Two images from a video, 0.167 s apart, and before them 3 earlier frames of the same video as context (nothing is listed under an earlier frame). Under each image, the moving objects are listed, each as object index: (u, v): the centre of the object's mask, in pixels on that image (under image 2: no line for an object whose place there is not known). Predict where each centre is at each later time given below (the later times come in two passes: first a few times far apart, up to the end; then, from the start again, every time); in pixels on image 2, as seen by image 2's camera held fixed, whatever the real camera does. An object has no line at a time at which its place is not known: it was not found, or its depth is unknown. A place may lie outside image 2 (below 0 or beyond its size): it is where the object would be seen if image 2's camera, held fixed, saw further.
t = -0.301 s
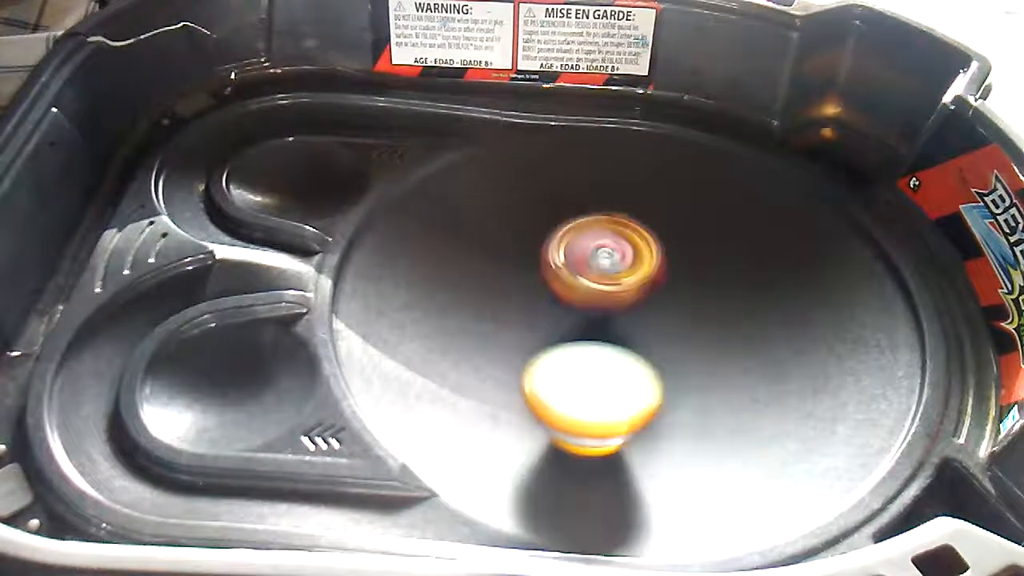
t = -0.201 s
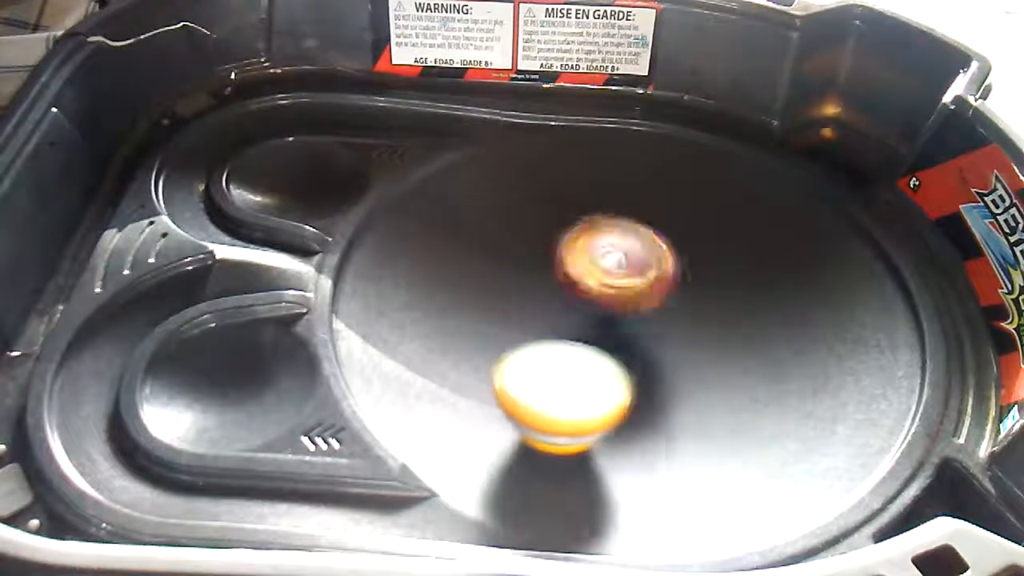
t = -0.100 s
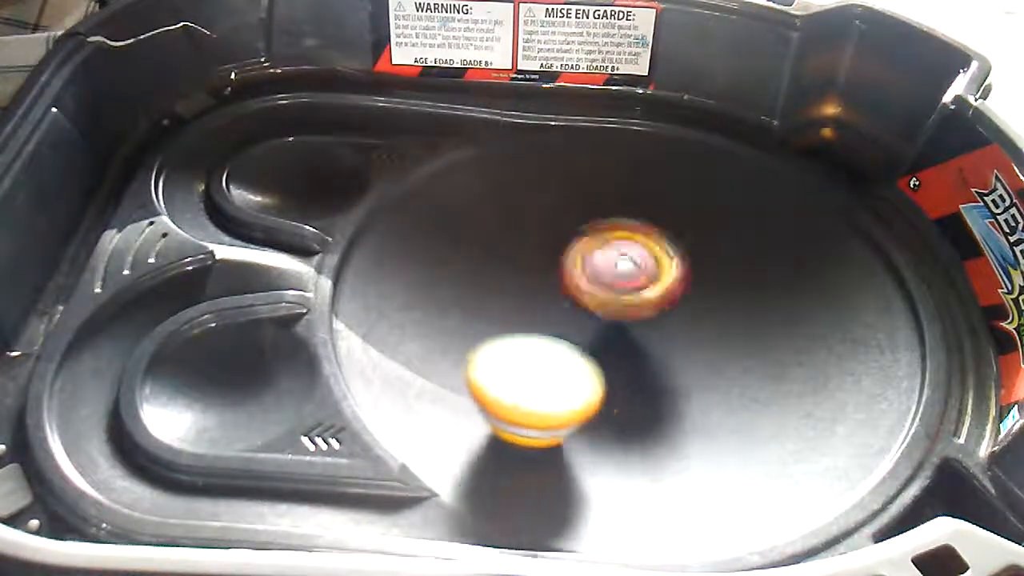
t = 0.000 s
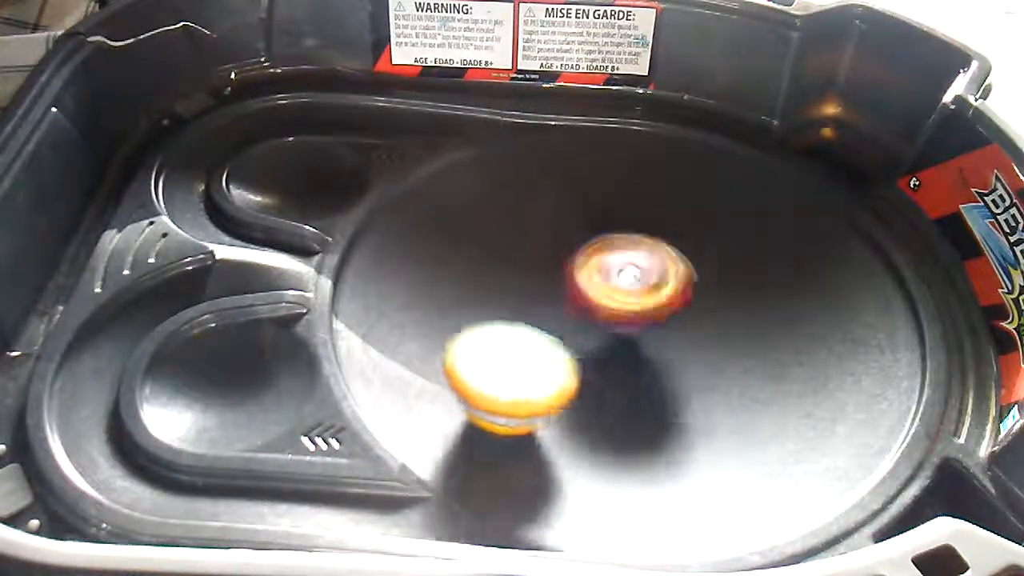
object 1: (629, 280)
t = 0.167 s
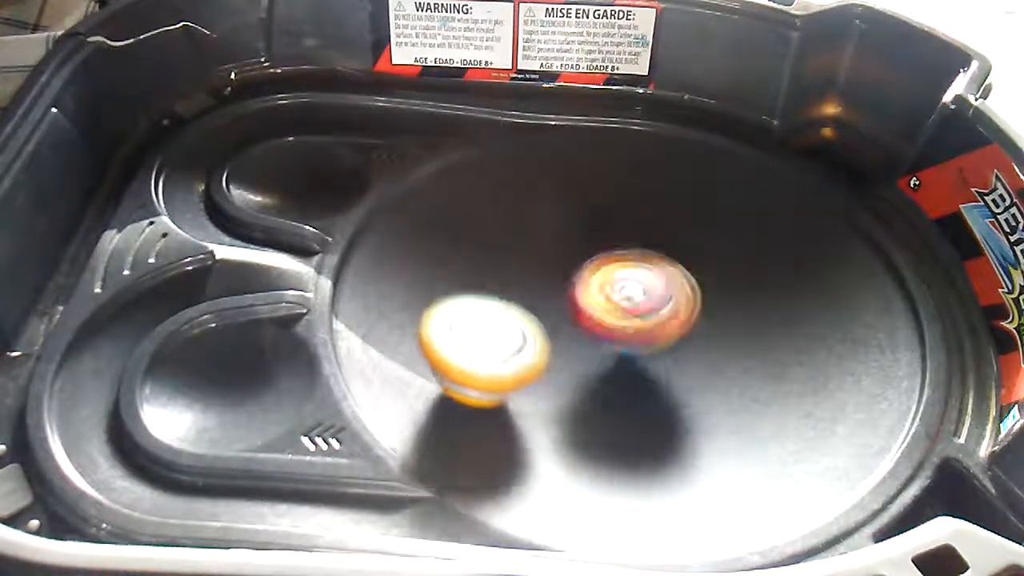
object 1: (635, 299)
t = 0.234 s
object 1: (634, 306)
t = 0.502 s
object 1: (604, 328)
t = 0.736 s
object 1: (569, 322)
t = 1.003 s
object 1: (558, 319)
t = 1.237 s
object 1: (564, 314)
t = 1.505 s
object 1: (589, 310)
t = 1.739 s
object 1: (573, 308)
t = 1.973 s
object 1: (555, 302)
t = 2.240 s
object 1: (564, 302)
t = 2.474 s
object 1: (559, 263)
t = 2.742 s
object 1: (577, 243)
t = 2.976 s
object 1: (591, 284)
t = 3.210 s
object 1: (587, 304)
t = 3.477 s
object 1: (594, 314)
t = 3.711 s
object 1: (612, 338)
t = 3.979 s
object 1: (626, 349)
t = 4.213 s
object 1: (602, 324)
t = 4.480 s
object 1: (611, 293)
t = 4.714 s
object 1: (620, 290)
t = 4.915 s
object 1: (606, 296)
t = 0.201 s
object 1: (633, 305)
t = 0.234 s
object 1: (634, 306)
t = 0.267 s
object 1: (631, 313)
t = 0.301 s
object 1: (628, 314)
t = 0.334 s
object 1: (626, 318)
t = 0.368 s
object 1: (621, 319)
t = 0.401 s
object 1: (619, 323)
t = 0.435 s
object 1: (610, 325)
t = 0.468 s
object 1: (611, 326)
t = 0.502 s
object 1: (604, 328)
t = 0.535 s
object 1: (601, 325)
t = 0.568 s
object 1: (595, 328)
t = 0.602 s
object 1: (590, 326)
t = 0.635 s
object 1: (586, 327)
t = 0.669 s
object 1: (576, 327)
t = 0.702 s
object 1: (577, 323)
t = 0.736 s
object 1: (569, 322)
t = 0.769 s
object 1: (569, 318)
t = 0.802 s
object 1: (564, 316)
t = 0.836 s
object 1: (561, 313)
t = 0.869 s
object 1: (560, 314)
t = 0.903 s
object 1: (554, 315)
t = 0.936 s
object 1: (559, 315)
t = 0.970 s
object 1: (558, 323)
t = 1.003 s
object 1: (558, 319)
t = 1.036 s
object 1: (559, 321)
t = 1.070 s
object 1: (555, 320)
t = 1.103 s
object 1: (559, 316)
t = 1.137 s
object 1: (559, 319)
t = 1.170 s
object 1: (560, 314)
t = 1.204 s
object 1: (565, 313)
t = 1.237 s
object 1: (564, 314)
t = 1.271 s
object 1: (573, 310)
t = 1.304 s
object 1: (577, 316)
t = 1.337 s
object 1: (576, 312)
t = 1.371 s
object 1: (580, 311)
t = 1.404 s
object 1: (583, 314)
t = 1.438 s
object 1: (584, 306)
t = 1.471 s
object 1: (590, 306)
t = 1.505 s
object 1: (589, 310)
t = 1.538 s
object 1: (593, 304)
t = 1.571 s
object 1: (592, 307)
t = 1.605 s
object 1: (582, 309)
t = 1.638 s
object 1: (579, 308)
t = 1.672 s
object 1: (584, 307)
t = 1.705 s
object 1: (575, 308)
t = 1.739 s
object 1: (573, 308)
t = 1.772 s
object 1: (575, 309)
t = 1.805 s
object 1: (567, 311)
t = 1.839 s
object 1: (562, 308)
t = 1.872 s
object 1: (563, 307)
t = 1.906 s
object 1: (558, 309)
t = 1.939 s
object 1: (554, 304)
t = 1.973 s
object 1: (555, 302)
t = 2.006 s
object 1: (556, 306)
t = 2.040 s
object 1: (553, 300)
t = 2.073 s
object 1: (555, 296)
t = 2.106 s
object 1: (559, 303)
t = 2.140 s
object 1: (556, 299)
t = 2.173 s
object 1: (560, 297)
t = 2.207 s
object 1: (567, 300)
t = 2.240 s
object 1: (564, 302)
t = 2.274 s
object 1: (567, 299)
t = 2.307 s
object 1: (570, 296)
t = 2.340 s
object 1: (567, 288)
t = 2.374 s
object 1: (561, 278)
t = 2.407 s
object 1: (560, 271)
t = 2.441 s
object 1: (560, 266)
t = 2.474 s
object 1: (559, 263)
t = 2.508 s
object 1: (560, 256)
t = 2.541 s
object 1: (562, 249)
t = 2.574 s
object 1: (567, 247)
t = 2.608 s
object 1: (566, 242)
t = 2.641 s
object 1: (572, 237)
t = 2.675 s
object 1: (579, 236)
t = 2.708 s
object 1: (580, 242)
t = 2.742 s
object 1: (577, 243)
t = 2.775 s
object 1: (576, 245)
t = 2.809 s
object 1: (583, 246)
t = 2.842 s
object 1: (586, 258)
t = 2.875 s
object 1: (588, 260)
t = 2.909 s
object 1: (589, 267)
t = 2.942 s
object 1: (595, 272)
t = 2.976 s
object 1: (591, 284)
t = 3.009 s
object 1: (595, 290)
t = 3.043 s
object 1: (598, 299)
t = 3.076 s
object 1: (607, 300)
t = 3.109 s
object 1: (604, 303)
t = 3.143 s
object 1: (600, 306)
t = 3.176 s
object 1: (593, 305)
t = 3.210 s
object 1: (587, 304)
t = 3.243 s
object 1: (586, 304)
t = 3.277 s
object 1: (579, 300)
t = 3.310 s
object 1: (572, 296)
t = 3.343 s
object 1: (572, 293)
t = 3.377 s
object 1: (577, 294)
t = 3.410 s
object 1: (588, 302)
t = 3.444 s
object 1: (594, 313)
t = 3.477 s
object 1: (594, 314)
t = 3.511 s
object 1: (592, 318)
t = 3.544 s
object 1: (594, 322)
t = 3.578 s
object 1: (597, 326)
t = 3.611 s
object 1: (600, 330)
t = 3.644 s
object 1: (605, 332)
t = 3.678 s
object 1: (609, 334)
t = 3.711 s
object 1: (612, 338)
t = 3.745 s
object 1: (613, 341)
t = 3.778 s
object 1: (617, 345)
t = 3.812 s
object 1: (622, 346)
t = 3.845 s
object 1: (625, 348)
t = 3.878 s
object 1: (627, 349)
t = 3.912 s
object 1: (628, 349)
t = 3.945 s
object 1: (628, 349)
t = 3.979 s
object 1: (626, 349)
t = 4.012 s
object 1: (624, 348)
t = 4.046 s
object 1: (621, 345)
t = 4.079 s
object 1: (617, 344)
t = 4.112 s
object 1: (613, 339)
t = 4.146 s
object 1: (609, 335)
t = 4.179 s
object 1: (603, 330)
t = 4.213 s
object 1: (602, 324)
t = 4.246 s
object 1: (601, 318)
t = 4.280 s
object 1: (602, 313)
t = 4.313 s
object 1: (603, 310)
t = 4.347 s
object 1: (603, 304)
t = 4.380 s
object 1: (604, 300)
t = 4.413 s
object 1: (606, 297)
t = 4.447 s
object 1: (609, 295)
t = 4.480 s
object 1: (611, 293)
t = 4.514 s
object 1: (614, 292)
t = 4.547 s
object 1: (617, 291)
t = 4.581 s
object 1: (619, 290)
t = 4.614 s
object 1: (620, 290)
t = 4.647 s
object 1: (622, 289)
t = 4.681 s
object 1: (622, 289)
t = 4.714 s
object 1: (620, 290)
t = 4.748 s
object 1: (618, 291)
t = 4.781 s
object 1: (616, 292)
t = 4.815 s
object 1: (613, 293)
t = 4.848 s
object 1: (611, 293)
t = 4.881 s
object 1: (608, 295)
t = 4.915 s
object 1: (606, 296)
